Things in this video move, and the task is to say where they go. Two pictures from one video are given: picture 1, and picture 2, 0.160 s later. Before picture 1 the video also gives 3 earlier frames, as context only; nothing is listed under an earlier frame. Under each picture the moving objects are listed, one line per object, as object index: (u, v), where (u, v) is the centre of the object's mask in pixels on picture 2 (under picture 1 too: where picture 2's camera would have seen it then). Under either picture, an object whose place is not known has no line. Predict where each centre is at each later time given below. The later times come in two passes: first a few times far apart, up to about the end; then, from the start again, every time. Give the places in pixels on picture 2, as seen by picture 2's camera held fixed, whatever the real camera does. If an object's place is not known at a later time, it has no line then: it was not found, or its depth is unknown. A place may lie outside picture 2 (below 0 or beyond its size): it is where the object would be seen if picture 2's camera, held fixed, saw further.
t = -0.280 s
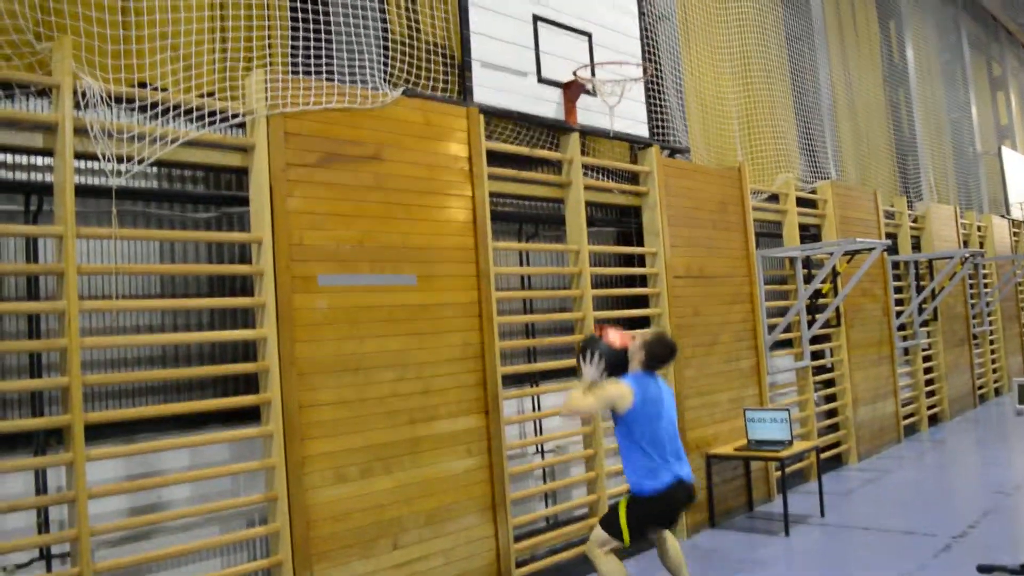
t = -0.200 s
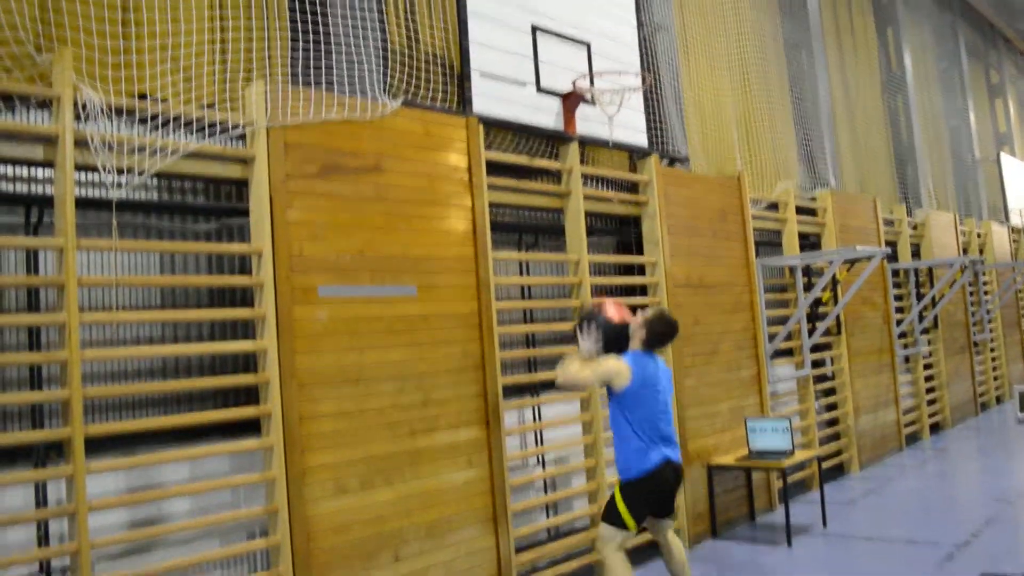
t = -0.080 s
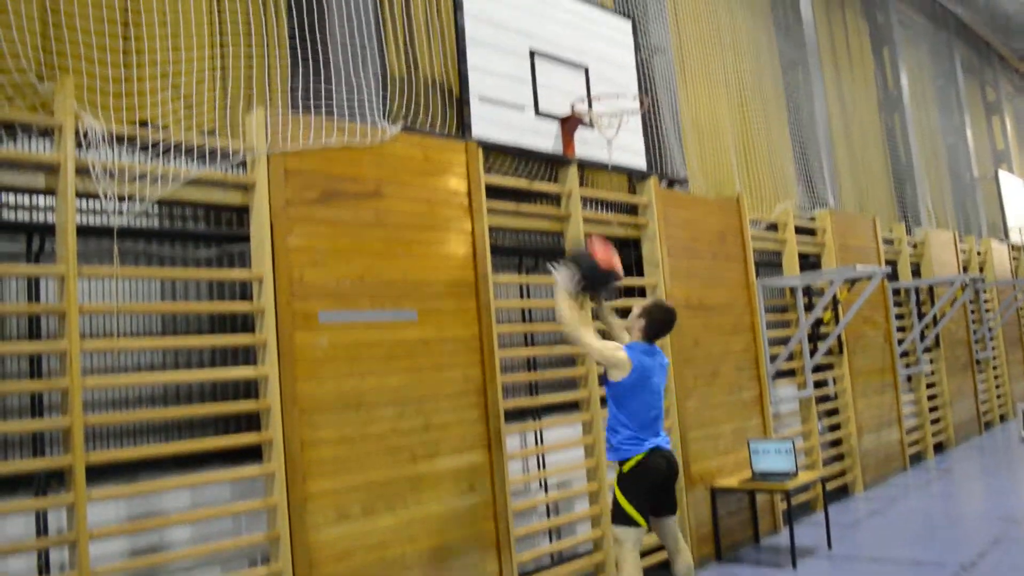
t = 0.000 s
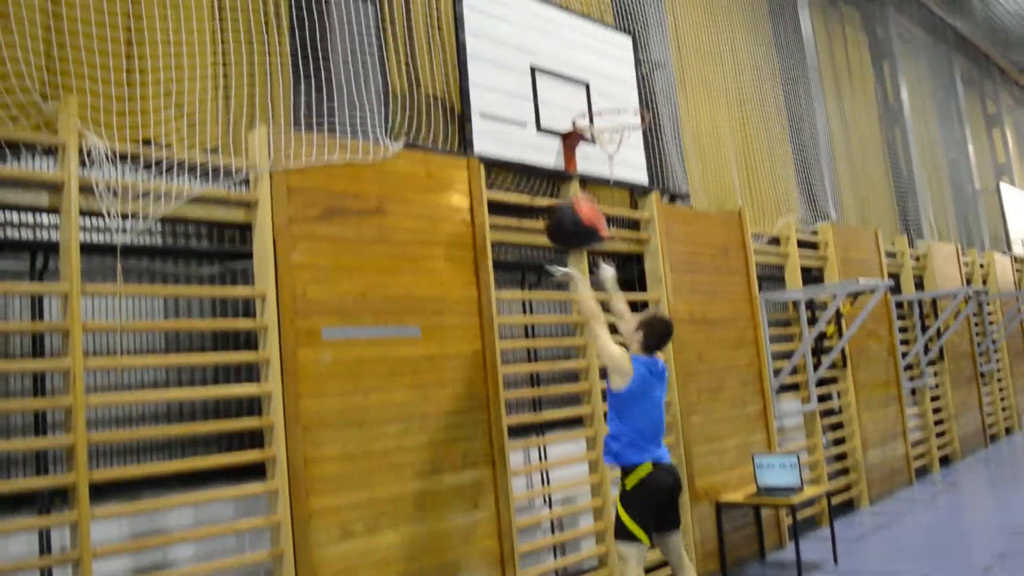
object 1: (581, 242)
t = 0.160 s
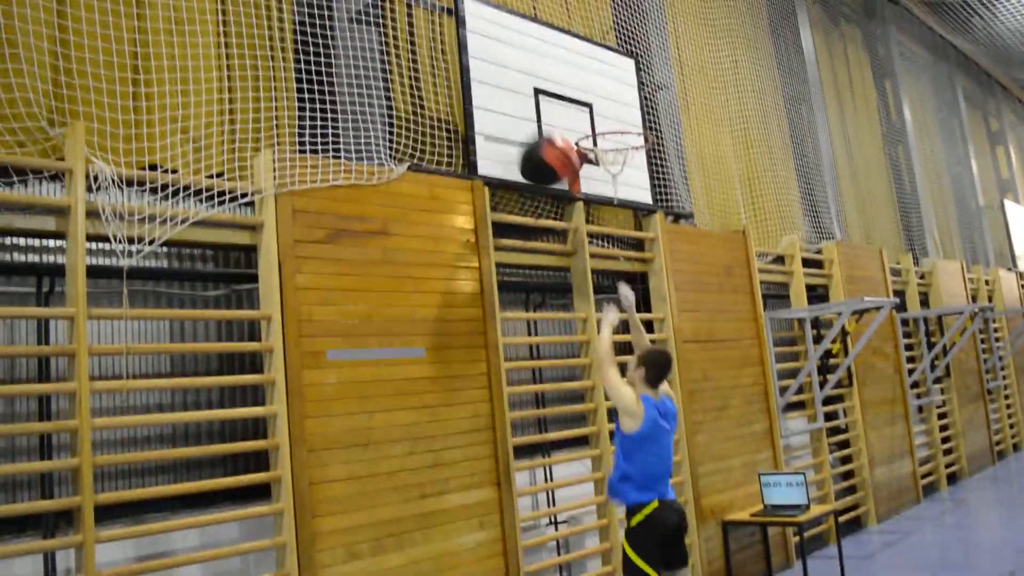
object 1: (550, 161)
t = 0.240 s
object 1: (534, 136)
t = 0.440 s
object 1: (531, 118)
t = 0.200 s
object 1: (540, 147)
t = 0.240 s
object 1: (534, 136)
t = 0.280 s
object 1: (527, 128)
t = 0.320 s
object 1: (524, 123)
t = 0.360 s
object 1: (524, 120)
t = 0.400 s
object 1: (528, 117)
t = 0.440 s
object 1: (531, 118)
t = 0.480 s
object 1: (535, 121)
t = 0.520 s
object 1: (538, 126)
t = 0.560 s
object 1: (542, 134)
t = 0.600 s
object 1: (547, 145)
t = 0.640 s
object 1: (553, 158)
